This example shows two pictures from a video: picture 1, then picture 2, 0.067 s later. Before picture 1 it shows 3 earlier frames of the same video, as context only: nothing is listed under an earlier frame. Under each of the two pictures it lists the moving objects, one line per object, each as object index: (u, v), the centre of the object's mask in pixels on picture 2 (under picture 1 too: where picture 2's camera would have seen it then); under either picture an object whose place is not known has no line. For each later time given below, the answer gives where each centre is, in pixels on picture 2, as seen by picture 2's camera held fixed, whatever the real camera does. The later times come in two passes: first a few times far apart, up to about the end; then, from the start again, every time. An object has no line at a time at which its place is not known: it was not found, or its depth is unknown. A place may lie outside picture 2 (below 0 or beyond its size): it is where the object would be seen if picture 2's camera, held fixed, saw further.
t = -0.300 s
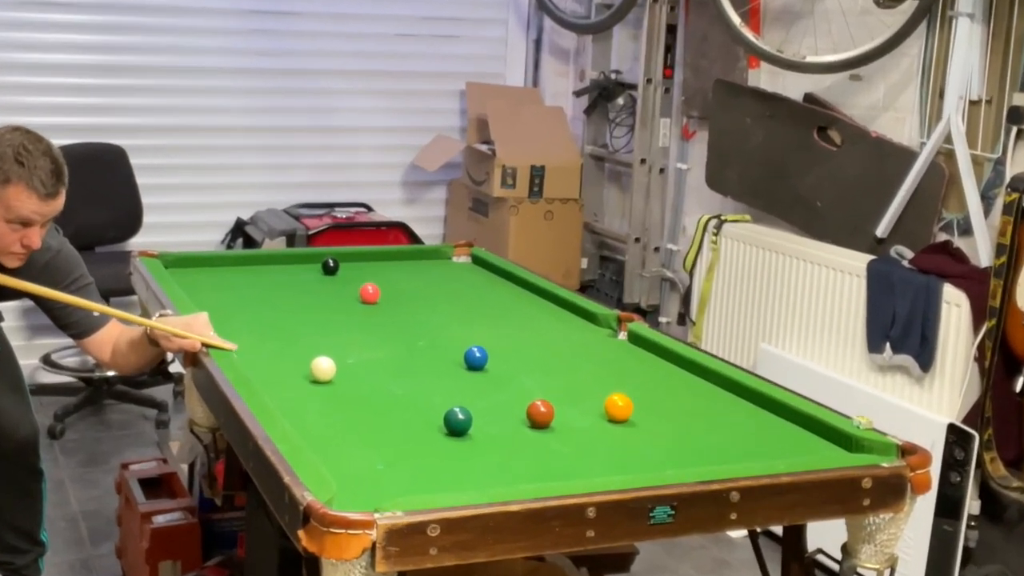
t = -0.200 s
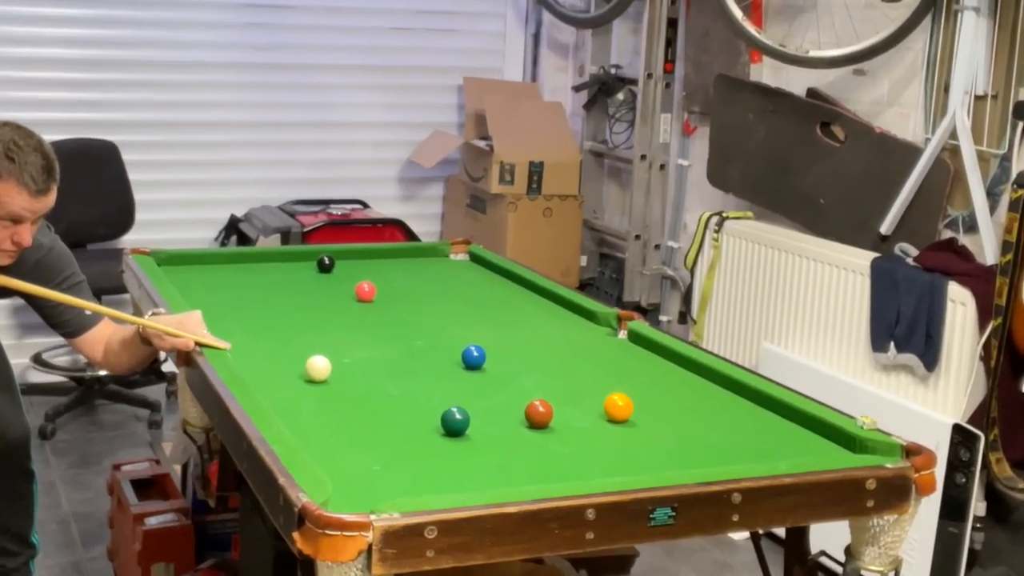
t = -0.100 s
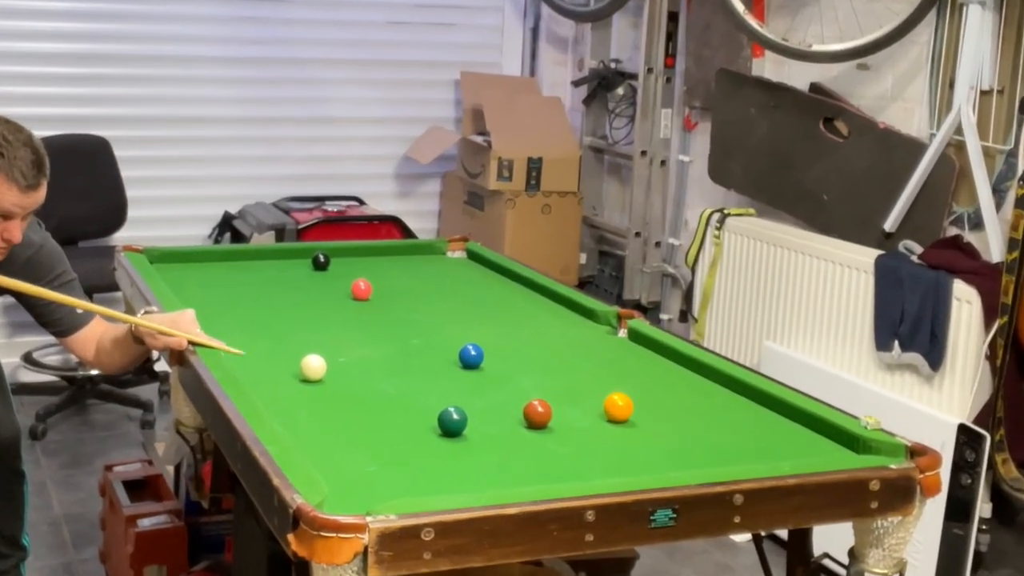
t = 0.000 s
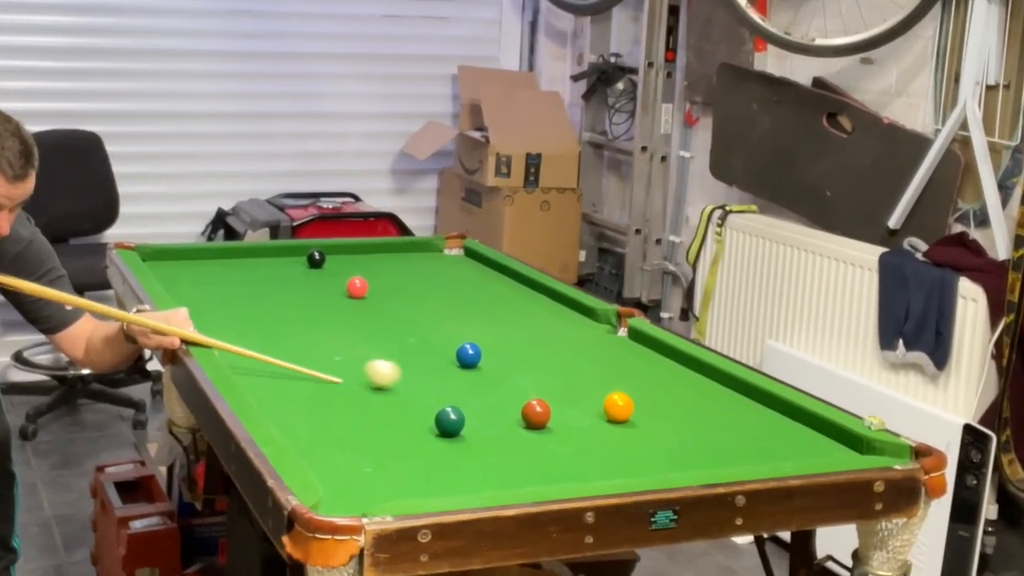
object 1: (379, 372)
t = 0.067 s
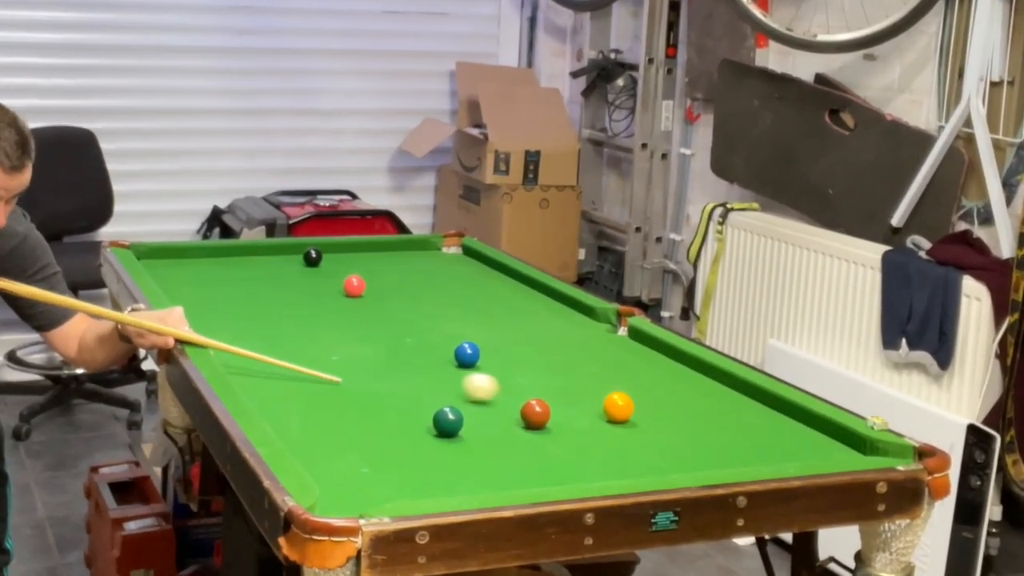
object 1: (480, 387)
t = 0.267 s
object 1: (601, 393)
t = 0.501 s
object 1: (612, 381)
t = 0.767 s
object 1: (622, 368)
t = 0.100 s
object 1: (528, 390)
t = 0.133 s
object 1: (577, 398)
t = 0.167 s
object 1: (595, 399)
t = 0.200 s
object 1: (598, 397)
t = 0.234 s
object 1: (600, 395)
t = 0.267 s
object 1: (601, 393)
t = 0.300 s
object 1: (603, 391)
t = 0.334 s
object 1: (605, 389)
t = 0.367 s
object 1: (606, 388)
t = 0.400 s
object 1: (608, 386)
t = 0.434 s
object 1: (609, 384)
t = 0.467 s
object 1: (611, 382)
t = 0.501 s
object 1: (612, 381)
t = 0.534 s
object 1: (613, 379)
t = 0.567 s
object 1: (615, 377)
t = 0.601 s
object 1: (616, 376)
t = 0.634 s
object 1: (617, 374)
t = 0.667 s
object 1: (618, 373)
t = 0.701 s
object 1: (620, 371)
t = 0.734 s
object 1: (621, 370)
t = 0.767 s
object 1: (622, 368)
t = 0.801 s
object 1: (624, 367)
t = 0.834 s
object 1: (625, 366)
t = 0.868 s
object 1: (626, 364)
